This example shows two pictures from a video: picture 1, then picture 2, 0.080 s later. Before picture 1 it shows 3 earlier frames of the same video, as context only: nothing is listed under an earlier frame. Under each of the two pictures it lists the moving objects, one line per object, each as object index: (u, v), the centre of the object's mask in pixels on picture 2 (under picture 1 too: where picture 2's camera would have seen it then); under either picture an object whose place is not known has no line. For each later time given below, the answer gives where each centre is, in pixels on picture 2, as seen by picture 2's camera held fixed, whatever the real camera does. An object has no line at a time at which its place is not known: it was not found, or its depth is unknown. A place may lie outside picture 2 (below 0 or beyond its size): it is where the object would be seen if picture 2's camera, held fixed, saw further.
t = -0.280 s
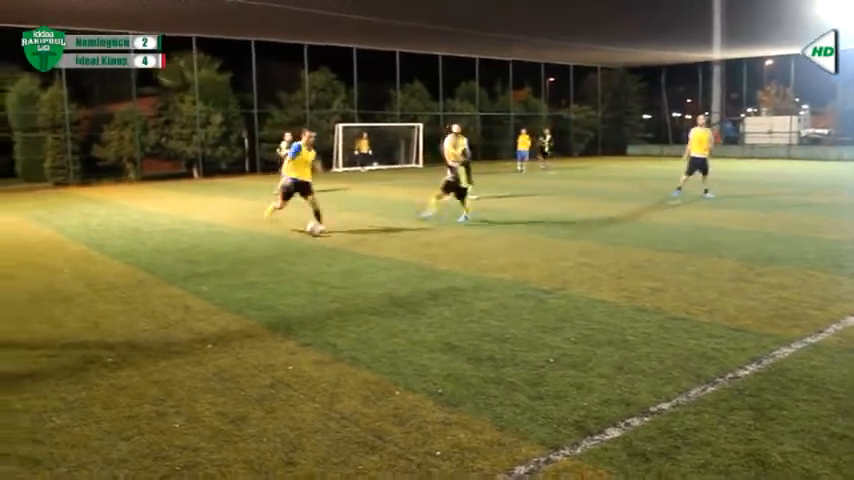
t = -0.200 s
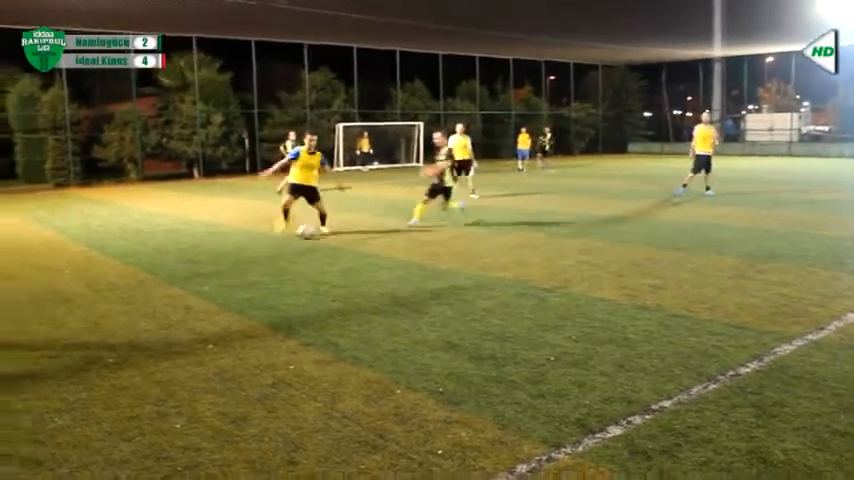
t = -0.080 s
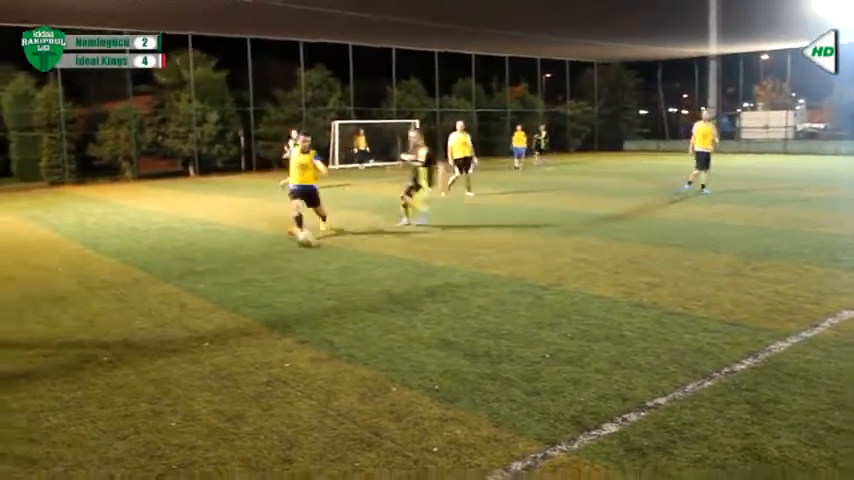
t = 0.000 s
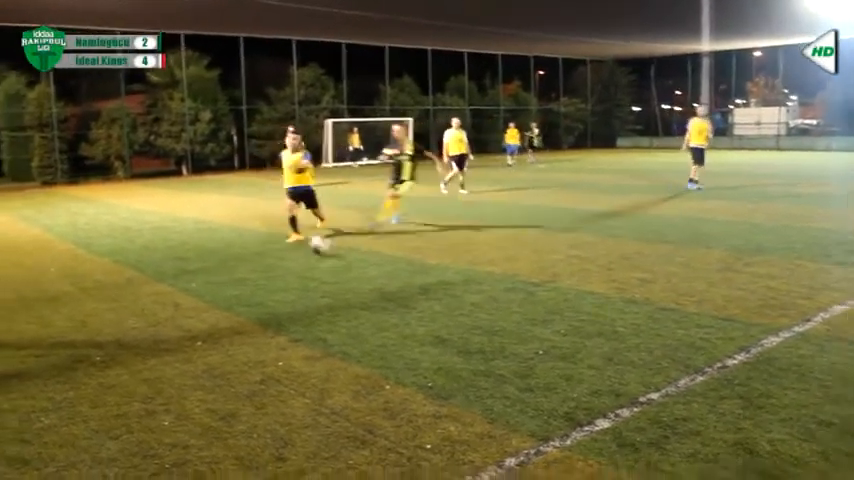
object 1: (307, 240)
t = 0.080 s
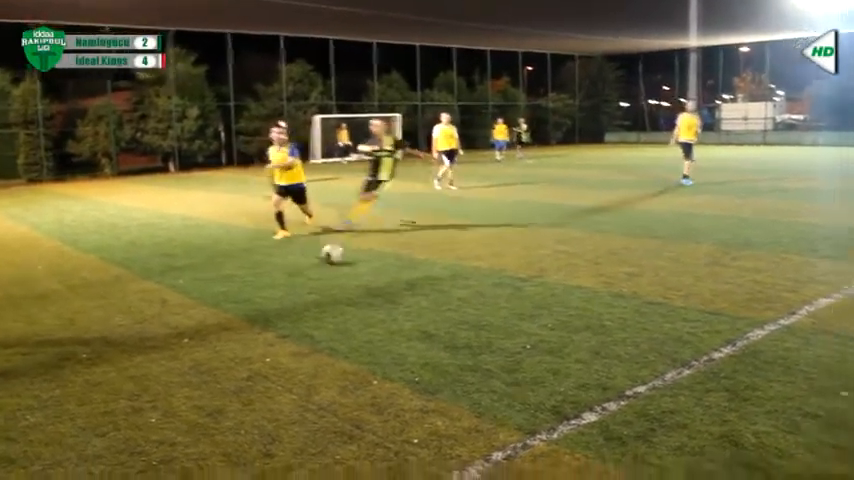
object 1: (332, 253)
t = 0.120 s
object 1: (345, 258)
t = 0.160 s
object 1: (358, 264)
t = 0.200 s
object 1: (375, 269)
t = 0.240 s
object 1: (391, 277)
